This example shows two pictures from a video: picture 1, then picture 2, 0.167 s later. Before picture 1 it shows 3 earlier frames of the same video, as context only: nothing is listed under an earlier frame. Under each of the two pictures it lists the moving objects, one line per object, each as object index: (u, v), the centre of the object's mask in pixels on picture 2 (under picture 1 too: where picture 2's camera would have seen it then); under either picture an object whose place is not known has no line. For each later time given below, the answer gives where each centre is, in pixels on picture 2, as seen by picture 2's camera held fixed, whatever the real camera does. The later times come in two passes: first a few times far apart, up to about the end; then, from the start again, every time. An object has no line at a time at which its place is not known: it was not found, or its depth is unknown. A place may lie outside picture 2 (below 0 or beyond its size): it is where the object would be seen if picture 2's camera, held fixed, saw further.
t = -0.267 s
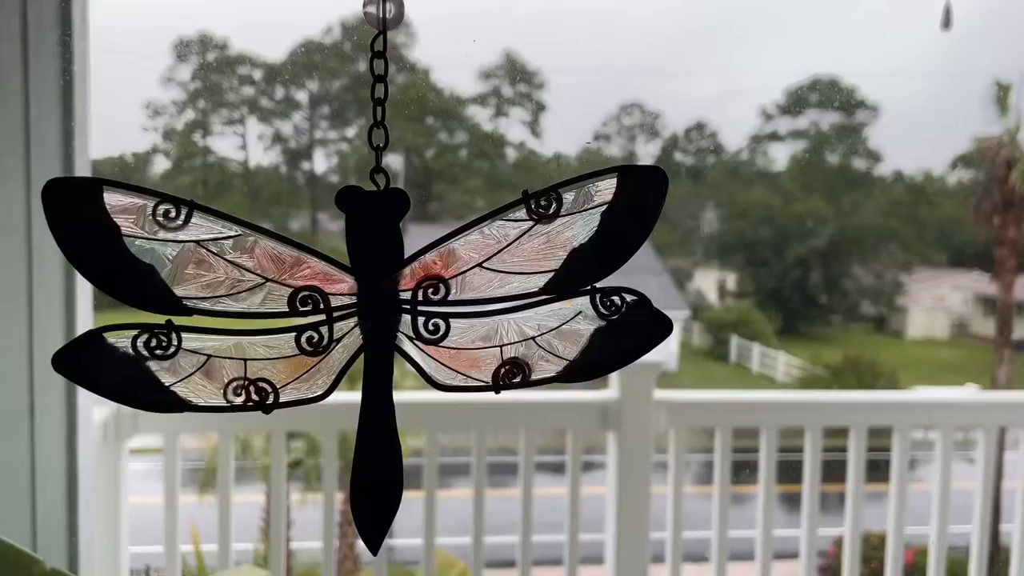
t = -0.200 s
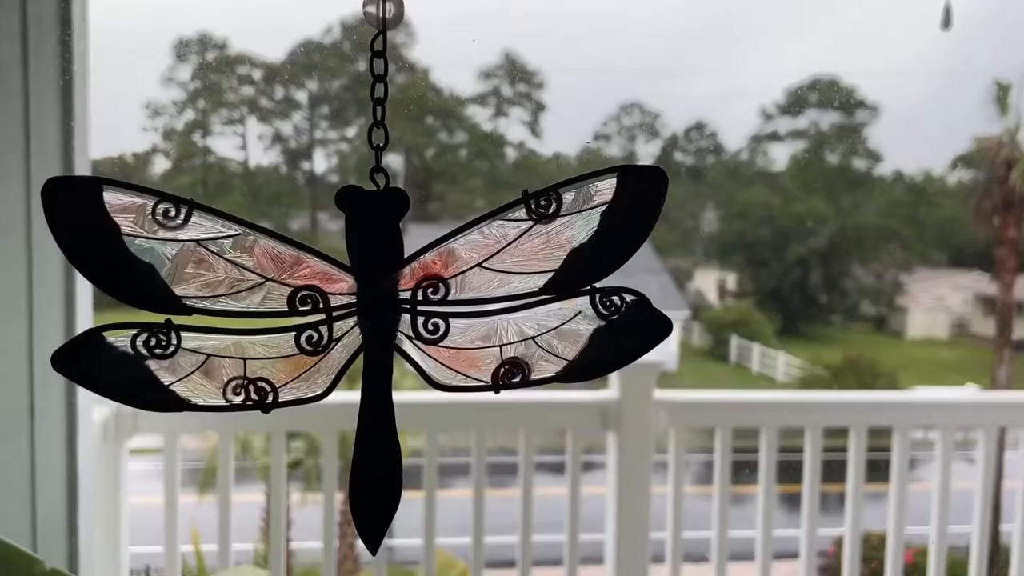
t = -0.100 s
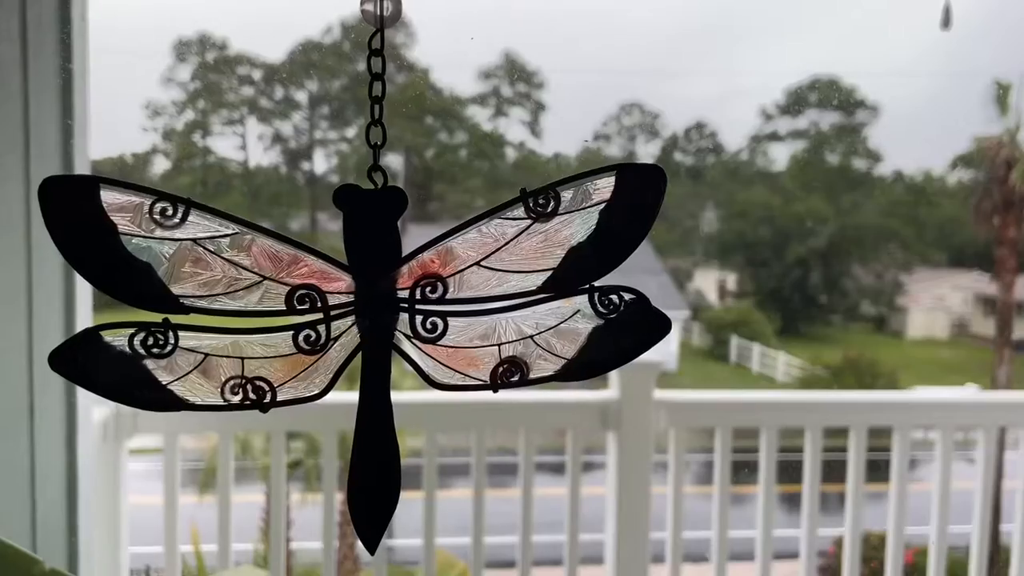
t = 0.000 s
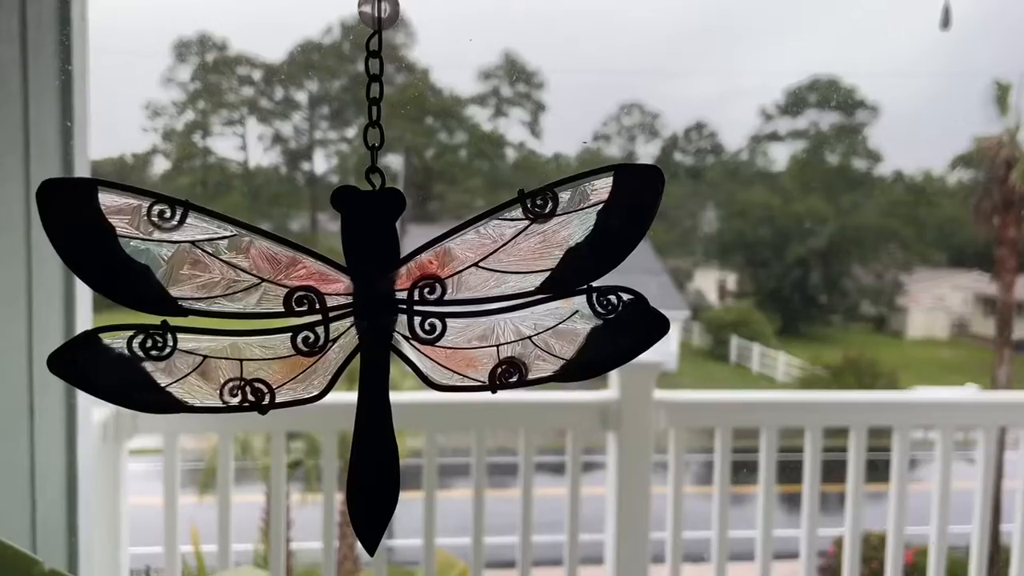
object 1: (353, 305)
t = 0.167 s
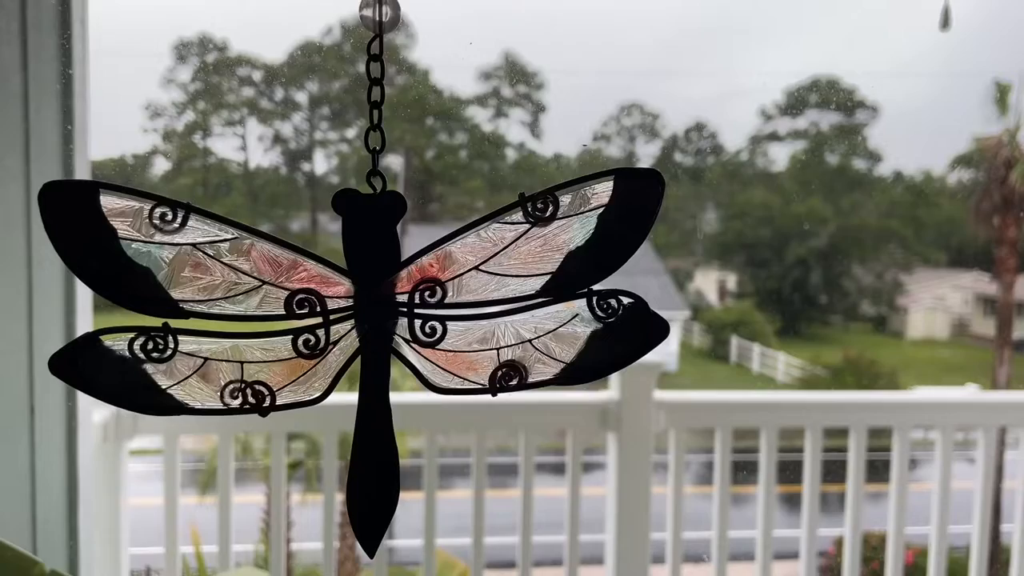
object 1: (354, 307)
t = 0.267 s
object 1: (354, 307)
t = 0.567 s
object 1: (351, 311)
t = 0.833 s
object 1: (347, 310)
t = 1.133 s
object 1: (348, 310)
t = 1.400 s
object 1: (340, 307)
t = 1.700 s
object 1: (341, 307)
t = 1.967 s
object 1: (341, 311)
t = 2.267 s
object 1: (345, 316)
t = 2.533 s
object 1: (341, 319)
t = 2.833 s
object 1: (340, 318)
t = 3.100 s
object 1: (337, 319)
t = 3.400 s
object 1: (337, 316)
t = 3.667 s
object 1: (334, 313)
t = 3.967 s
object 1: (330, 314)
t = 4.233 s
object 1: (331, 313)
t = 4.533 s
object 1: (330, 316)
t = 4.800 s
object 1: (331, 316)
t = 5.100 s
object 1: (331, 316)
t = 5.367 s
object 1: (331, 315)
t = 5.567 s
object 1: (331, 315)
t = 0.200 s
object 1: (354, 307)
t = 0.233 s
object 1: (354, 307)
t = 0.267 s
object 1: (354, 307)
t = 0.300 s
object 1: (354, 307)
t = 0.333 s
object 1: (353, 307)
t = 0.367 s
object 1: (353, 308)
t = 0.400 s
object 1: (353, 308)
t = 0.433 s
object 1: (352, 308)
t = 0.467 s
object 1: (351, 309)
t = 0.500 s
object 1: (351, 310)
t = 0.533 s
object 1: (351, 310)
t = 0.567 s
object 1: (351, 311)
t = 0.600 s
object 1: (351, 311)
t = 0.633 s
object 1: (350, 312)
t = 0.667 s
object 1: (350, 312)
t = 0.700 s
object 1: (350, 312)
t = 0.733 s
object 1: (349, 311)
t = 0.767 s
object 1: (349, 311)
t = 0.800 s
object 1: (348, 311)
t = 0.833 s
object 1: (347, 310)
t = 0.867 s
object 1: (347, 310)
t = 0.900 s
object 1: (348, 309)
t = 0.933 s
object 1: (351, 306)
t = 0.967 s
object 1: (352, 305)
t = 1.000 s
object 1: (352, 307)
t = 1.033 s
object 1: (351, 309)
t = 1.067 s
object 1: (350, 309)
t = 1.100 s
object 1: (349, 309)
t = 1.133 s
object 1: (348, 310)
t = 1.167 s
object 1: (346, 309)
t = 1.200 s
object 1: (345, 308)
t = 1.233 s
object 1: (344, 307)
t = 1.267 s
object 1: (344, 307)
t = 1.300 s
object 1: (343, 306)
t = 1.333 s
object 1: (343, 304)
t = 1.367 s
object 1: (342, 305)
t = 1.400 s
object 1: (340, 307)
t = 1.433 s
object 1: (339, 306)
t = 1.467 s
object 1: (338, 305)
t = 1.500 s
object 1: (337, 304)
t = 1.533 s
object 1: (337, 306)
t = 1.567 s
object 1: (337, 307)
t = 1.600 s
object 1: (337, 307)
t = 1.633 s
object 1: (339, 307)
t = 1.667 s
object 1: (340, 307)
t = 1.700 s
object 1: (341, 307)
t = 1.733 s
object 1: (342, 308)
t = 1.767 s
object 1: (342, 308)
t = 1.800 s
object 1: (342, 307)
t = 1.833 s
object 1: (342, 307)
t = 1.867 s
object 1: (342, 308)
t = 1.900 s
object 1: (341, 309)
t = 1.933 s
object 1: (341, 310)
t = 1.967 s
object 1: (341, 311)
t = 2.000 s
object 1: (341, 311)
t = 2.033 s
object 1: (342, 312)
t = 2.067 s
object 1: (343, 311)
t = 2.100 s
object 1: (344, 312)
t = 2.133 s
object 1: (346, 312)
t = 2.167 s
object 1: (346, 312)
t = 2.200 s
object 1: (347, 313)
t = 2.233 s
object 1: (346, 314)
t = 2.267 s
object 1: (345, 316)
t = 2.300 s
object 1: (345, 316)
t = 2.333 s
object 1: (345, 315)
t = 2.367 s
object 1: (344, 315)
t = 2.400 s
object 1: (342, 316)
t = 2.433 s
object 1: (341, 317)
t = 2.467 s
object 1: (341, 318)
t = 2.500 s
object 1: (341, 319)
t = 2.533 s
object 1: (341, 319)
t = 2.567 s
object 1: (341, 319)
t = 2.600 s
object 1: (340, 319)
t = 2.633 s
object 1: (340, 319)
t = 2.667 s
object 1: (340, 318)
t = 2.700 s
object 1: (340, 319)
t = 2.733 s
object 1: (340, 318)
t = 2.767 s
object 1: (340, 318)
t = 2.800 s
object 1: (340, 318)
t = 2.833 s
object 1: (340, 318)
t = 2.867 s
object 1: (339, 318)
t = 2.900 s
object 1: (339, 318)
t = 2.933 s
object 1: (338, 318)
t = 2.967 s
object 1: (338, 318)
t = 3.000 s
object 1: (337, 318)
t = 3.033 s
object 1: (337, 318)
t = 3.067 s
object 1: (337, 319)
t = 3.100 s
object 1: (337, 319)
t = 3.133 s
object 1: (338, 318)
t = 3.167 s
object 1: (338, 318)
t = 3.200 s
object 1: (338, 318)
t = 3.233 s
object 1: (337, 318)
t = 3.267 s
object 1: (337, 318)
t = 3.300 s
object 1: (336, 318)
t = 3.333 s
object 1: (336, 318)
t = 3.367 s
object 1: (337, 317)
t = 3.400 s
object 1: (337, 316)
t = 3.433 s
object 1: (336, 317)
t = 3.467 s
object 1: (336, 317)
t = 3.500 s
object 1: (335, 317)
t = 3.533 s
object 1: (335, 316)
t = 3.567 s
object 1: (334, 316)
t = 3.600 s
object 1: (334, 315)
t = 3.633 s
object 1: (334, 315)
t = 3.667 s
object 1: (334, 313)
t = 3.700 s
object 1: (334, 313)
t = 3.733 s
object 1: (334, 314)
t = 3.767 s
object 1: (335, 314)
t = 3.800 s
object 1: (334, 314)
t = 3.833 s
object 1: (334, 315)
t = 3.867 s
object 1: (333, 315)
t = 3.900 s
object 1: (331, 315)
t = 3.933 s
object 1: (330, 314)
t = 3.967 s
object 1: (330, 314)
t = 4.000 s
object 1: (330, 314)
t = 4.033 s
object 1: (330, 314)
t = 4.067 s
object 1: (330, 315)
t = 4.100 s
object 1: (329, 314)
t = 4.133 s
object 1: (330, 314)
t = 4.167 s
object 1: (330, 314)
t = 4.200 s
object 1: (330, 313)
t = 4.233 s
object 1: (331, 313)
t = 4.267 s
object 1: (331, 314)
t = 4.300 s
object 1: (331, 314)
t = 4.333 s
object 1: (331, 315)
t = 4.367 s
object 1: (331, 316)
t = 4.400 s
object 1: (330, 316)
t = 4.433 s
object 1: (330, 316)
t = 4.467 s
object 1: (330, 316)
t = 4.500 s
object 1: (330, 316)
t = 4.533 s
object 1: (330, 316)
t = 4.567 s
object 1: (330, 316)
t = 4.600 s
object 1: (331, 316)
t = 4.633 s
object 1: (332, 316)
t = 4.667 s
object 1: (332, 316)
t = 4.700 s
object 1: (332, 316)
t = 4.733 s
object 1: (332, 316)
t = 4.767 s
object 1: (331, 316)
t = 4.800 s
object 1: (331, 316)
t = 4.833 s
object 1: (330, 316)
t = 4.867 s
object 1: (330, 316)
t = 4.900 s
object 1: (330, 316)
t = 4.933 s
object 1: (330, 316)
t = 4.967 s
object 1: (330, 316)
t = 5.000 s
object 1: (330, 316)
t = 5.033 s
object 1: (330, 316)
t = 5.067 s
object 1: (330, 316)
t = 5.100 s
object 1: (331, 316)
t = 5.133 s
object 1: (331, 316)
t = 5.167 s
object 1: (331, 315)
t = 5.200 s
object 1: (331, 315)
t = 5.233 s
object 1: (331, 316)
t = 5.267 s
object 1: (331, 315)
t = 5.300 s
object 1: (331, 316)
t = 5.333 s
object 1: (331, 315)
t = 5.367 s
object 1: (331, 315)
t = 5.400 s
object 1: (331, 315)
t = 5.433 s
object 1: (331, 315)
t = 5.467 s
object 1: (330, 315)
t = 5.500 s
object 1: (331, 315)
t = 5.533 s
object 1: (331, 315)
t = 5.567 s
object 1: (331, 315)
